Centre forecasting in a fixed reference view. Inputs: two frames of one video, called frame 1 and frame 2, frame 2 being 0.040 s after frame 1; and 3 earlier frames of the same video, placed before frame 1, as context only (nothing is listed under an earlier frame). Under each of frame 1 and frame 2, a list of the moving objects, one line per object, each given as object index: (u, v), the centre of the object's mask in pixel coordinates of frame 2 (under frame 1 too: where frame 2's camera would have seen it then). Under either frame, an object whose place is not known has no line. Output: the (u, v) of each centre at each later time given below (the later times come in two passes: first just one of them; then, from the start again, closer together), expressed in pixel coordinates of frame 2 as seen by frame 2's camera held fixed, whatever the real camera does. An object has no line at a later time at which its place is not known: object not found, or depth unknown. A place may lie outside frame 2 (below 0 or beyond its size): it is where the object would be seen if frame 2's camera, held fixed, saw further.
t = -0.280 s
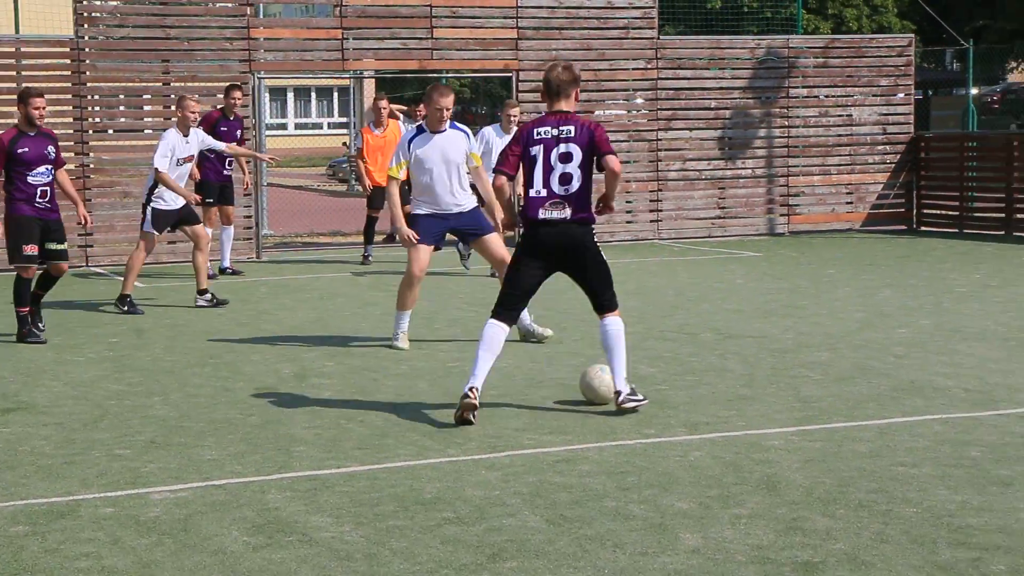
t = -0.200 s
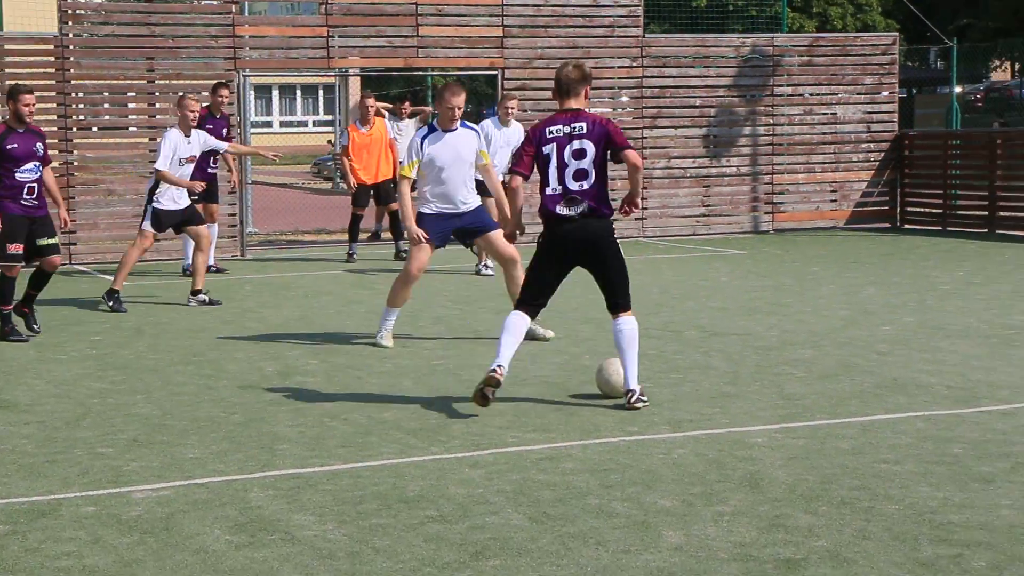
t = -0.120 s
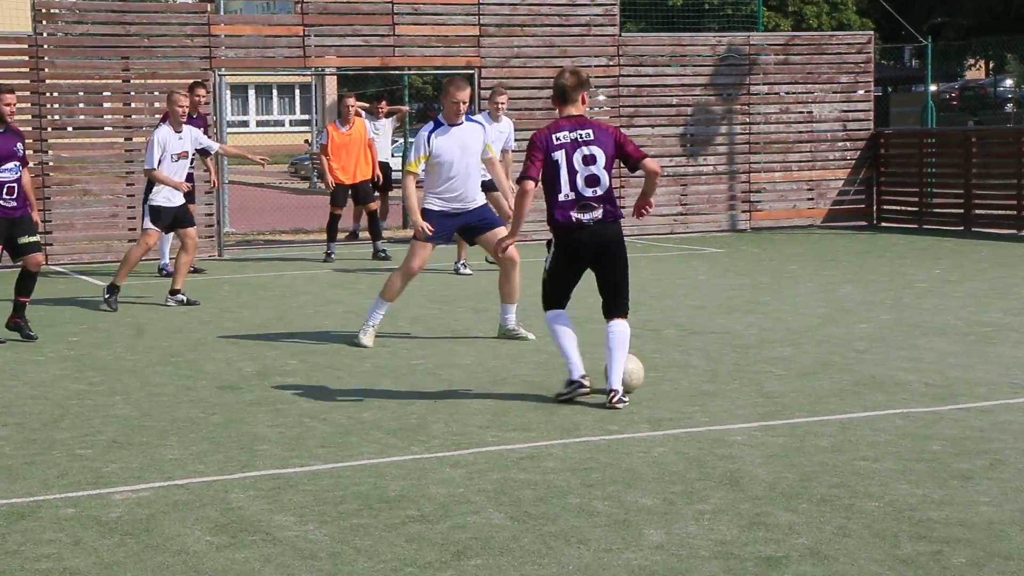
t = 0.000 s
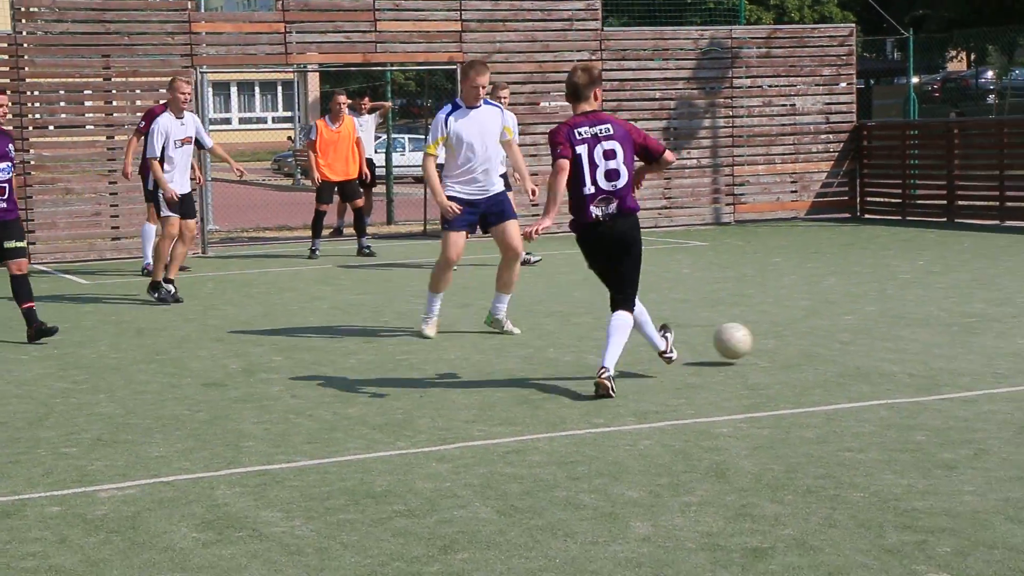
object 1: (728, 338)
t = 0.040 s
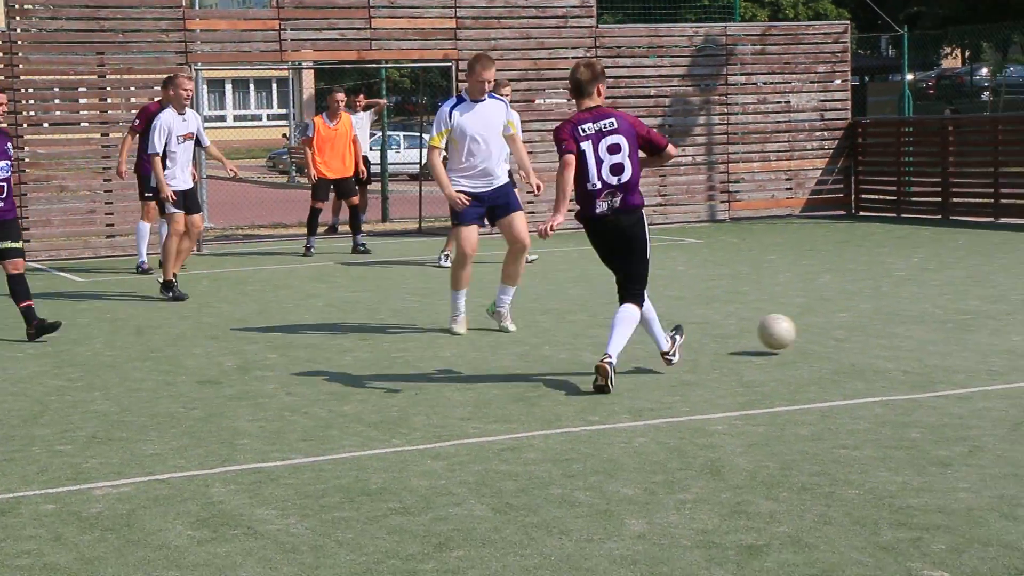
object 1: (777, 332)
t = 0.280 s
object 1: (1006, 297)
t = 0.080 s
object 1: (823, 328)
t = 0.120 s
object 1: (865, 322)
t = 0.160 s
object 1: (903, 315)
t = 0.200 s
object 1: (939, 309)
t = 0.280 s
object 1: (1006, 297)
